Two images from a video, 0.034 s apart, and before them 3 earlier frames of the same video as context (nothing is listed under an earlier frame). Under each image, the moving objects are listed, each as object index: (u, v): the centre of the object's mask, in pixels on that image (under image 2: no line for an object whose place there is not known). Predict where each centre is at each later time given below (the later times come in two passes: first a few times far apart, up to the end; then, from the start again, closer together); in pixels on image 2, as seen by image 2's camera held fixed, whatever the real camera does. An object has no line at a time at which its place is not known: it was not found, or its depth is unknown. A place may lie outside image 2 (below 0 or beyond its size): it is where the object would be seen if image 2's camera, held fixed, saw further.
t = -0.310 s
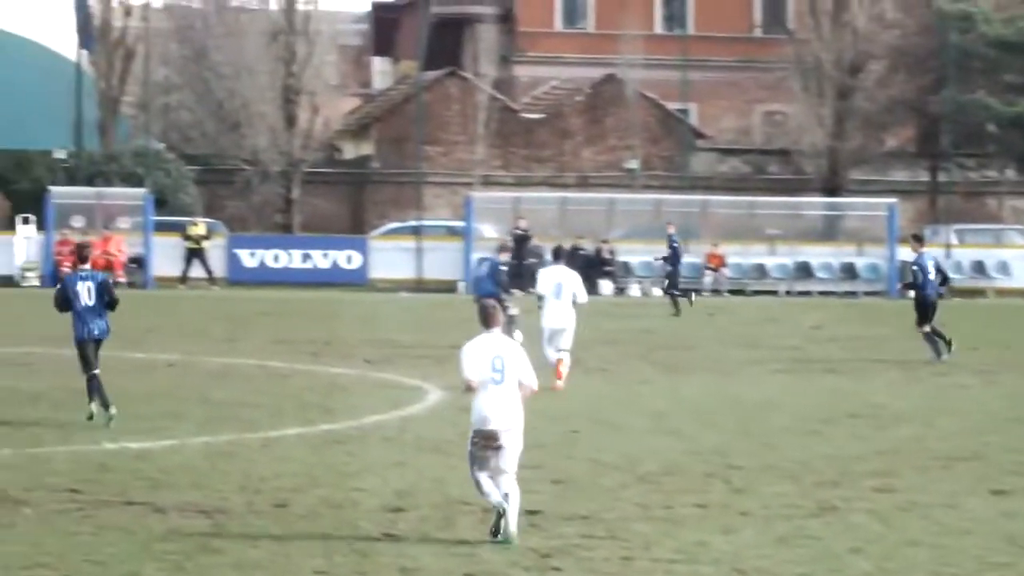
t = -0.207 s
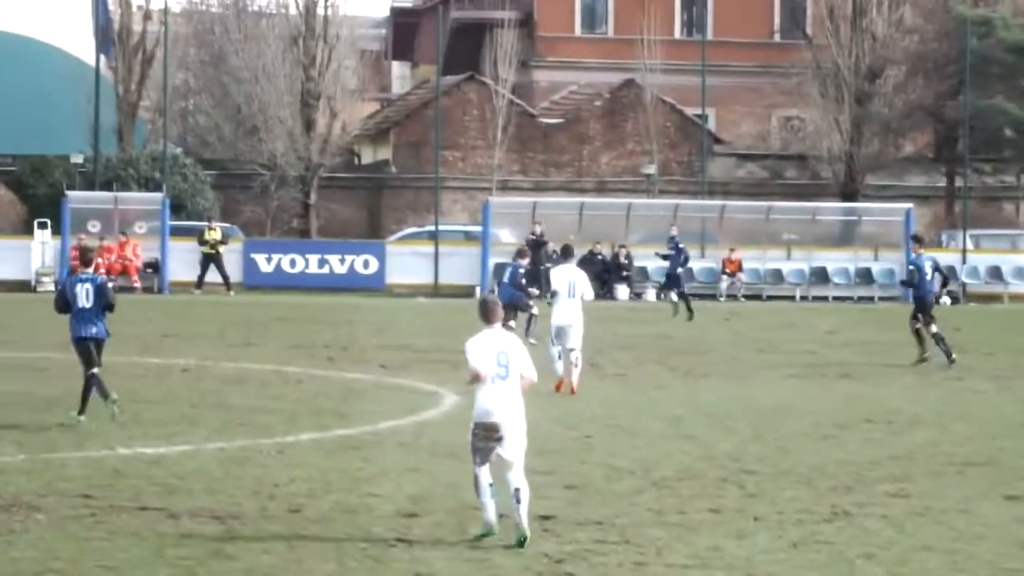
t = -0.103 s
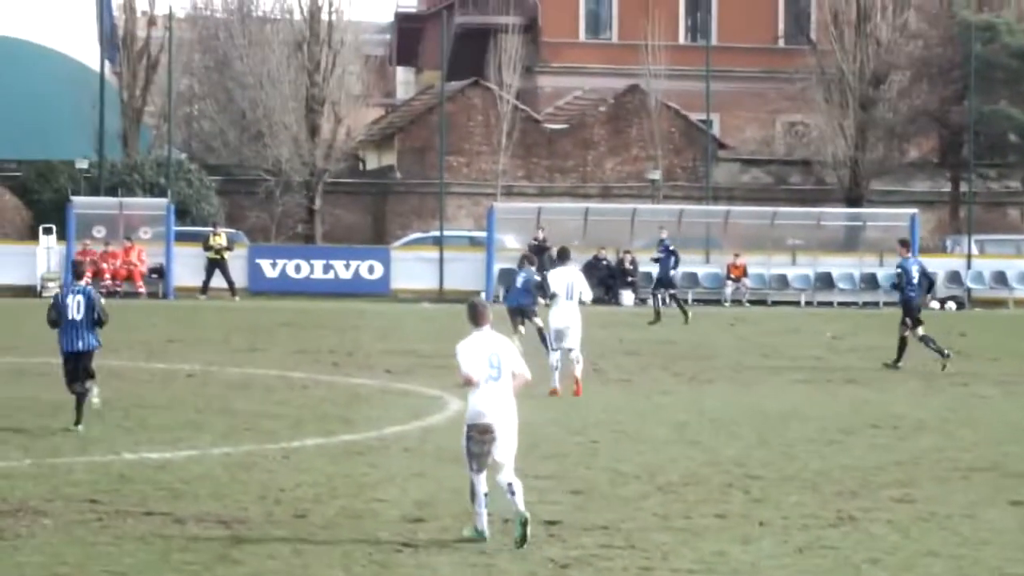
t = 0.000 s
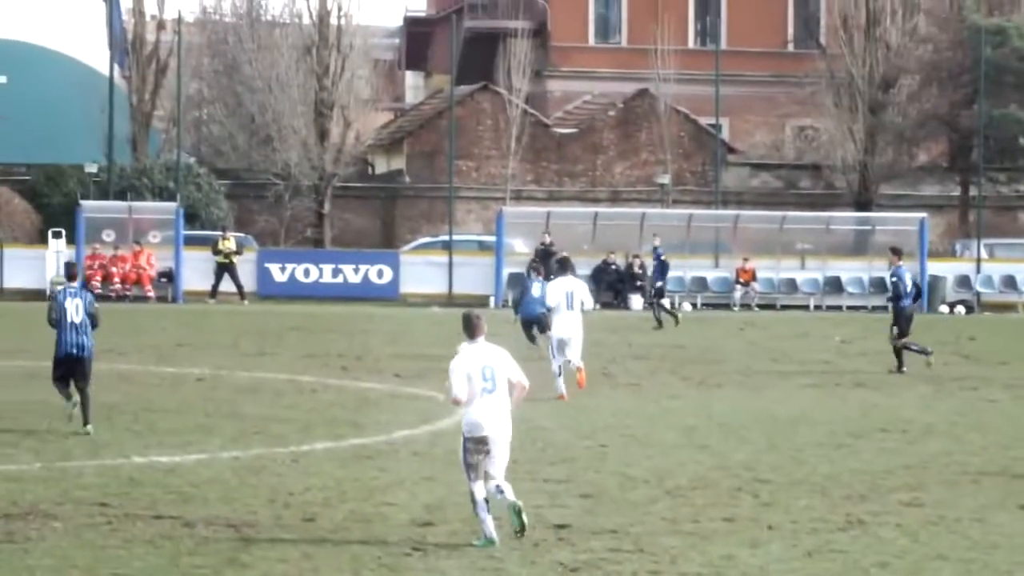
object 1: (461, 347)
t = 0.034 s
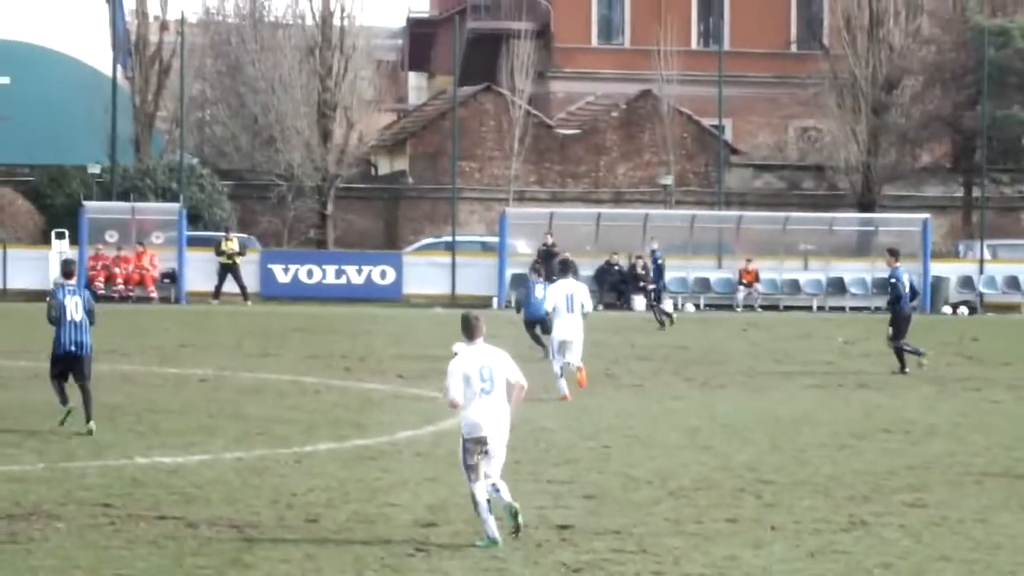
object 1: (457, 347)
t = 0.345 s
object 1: (382, 344)
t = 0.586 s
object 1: (333, 342)
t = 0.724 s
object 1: (307, 340)
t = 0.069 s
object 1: (450, 347)
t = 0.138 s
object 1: (425, 347)
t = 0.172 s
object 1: (418, 347)
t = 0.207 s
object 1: (411, 346)
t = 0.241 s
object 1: (404, 347)
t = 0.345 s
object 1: (382, 344)
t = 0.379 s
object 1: (376, 343)
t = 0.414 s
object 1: (369, 344)
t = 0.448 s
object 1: (362, 344)
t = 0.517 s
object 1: (348, 343)
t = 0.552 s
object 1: (341, 342)
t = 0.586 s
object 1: (333, 342)
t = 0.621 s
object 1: (326, 342)
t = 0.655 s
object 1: (320, 339)
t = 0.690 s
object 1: (313, 340)
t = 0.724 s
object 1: (307, 340)
